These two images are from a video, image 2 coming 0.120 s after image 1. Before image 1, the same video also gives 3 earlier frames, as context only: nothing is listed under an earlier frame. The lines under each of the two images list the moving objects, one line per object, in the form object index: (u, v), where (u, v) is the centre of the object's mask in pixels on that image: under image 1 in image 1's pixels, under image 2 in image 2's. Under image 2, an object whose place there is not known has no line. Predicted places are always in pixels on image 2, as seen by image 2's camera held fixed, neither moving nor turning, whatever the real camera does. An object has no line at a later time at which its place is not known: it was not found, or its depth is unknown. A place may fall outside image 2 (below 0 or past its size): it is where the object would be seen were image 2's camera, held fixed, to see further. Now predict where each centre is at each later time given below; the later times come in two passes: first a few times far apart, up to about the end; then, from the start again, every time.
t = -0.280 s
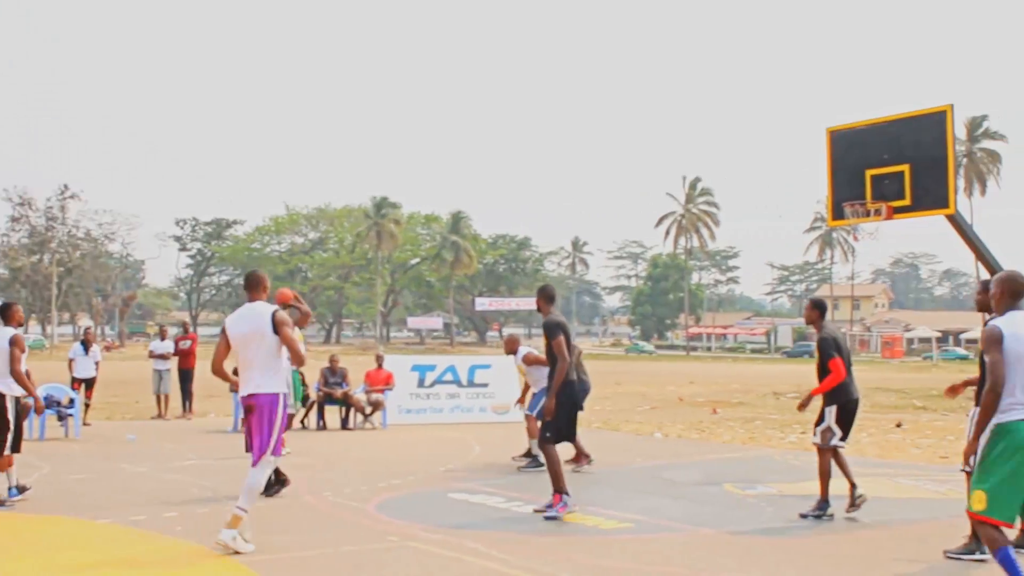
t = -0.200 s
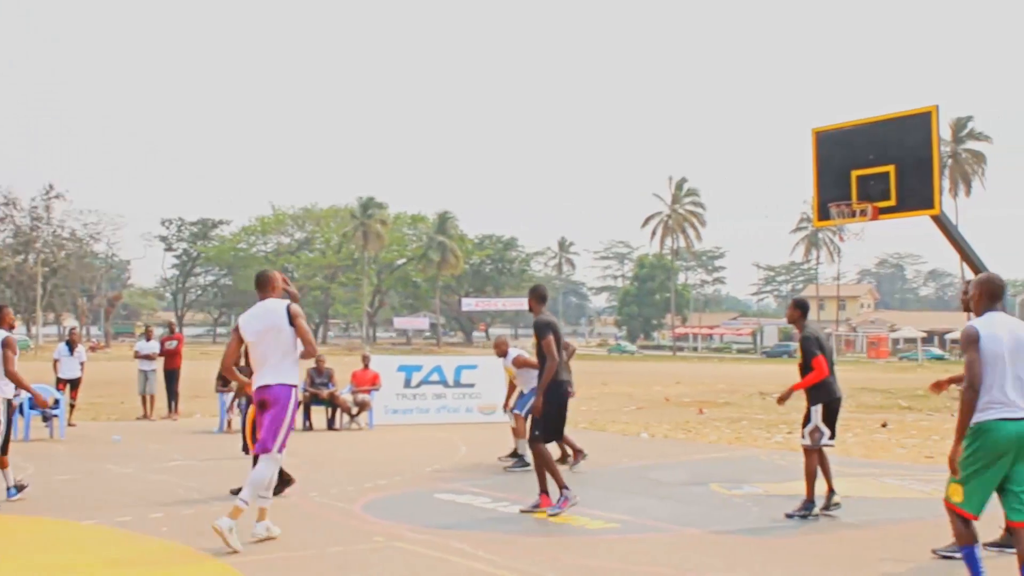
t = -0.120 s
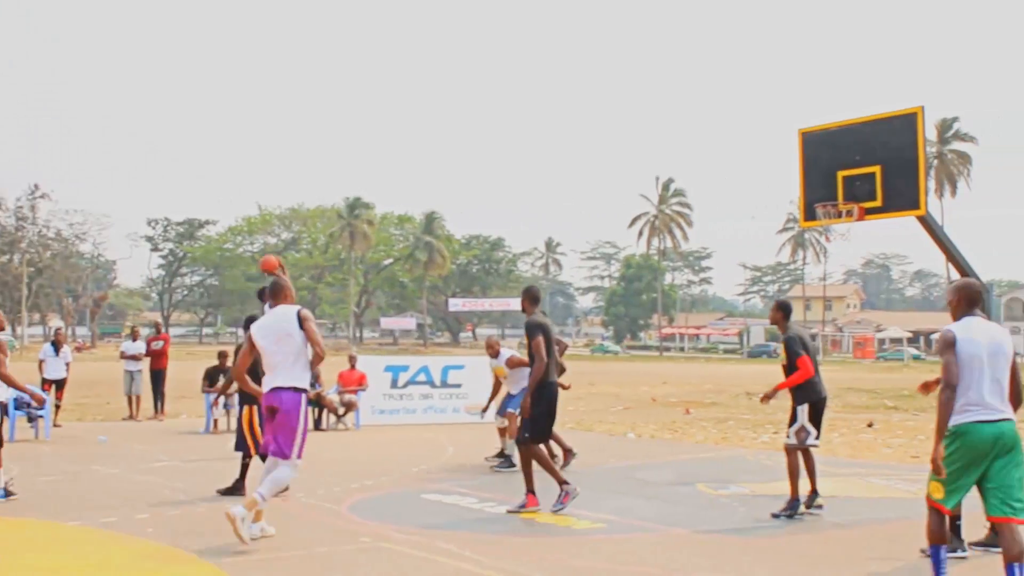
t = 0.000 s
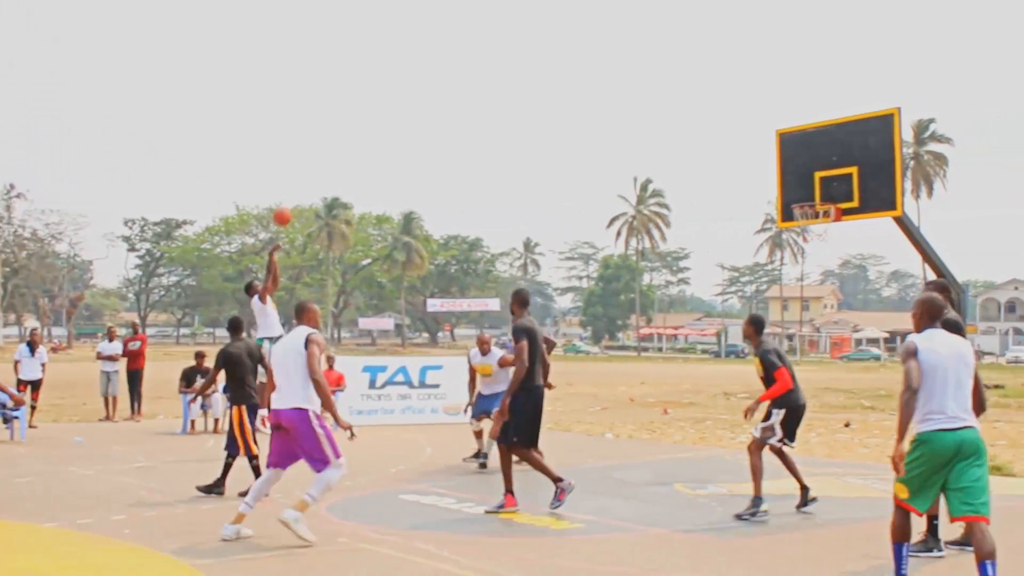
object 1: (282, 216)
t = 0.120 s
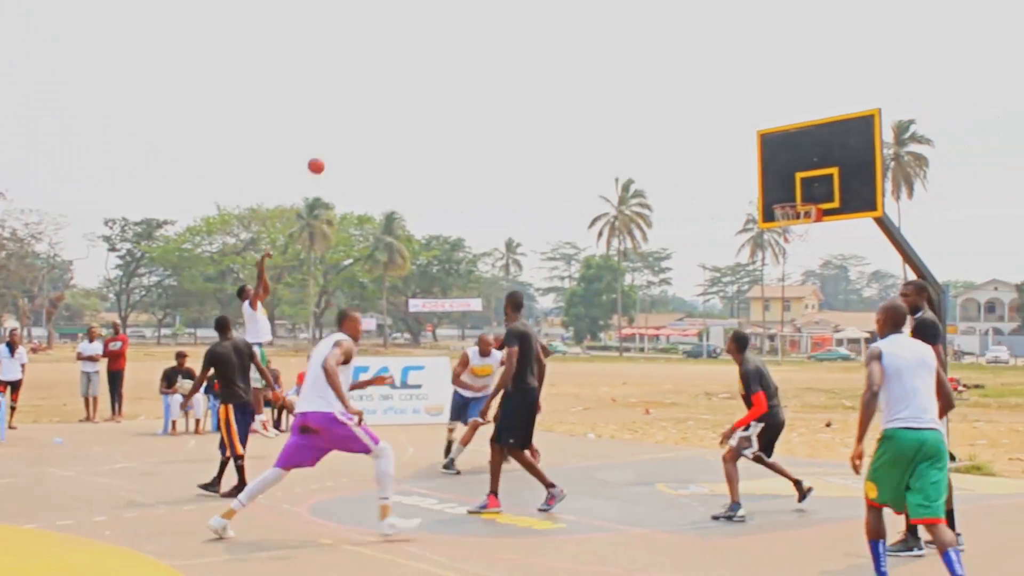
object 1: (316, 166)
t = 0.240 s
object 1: (368, 125)
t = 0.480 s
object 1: (475, 75)
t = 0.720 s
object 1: (585, 70)
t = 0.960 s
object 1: (702, 114)
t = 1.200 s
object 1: (810, 187)
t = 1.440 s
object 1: (807, 84)
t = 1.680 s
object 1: (804, 29)
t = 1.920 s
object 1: (801, 22)
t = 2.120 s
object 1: (798, 53)
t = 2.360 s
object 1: (795, 138)
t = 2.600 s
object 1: (796, 173)
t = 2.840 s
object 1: (794, 166)
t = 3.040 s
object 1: (771, 190)
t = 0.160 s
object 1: (333, 151)
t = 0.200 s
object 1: (350, 138)
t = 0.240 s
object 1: (368, 125)
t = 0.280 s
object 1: (386, 114)
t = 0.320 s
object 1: (403, 104)
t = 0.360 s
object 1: (421, 95)
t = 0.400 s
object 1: (439, 87)
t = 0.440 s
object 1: (456, 81)
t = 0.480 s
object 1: (475, 75)
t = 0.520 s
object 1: (493, 71)
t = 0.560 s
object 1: (510, 68)
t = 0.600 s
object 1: (528, 67)
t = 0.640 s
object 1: (547, 67)
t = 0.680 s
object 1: (566, 68)
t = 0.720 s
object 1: (585, 70)
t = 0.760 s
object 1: (605, 74)
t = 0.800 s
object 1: (624, 79)
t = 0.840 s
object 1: (644, 86)
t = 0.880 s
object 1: (663, 94)
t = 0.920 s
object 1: (683, 103)
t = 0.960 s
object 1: (702, 114)
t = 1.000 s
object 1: (723, 126)
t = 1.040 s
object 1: (742, 140)
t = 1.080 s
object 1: (764, 155)
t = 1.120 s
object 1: (782, 171)
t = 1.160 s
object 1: (803, 191)
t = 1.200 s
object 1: (810, 187)
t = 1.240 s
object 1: (810, 165)
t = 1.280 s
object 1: (810, 146)
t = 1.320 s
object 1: (809, 130)
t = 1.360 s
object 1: (809, 113)
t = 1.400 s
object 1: (808, 97)
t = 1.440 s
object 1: (807, 84)
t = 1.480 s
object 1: (807, 71)
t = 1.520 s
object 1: (806, 60)
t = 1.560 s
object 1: (806, 50)
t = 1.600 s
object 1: (805, 42)
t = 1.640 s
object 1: (804, 35)
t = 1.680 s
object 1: (804, 29)
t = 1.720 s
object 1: (803, 24)
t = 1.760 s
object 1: (803, 21)
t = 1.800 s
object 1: (802, 19)
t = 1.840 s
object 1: (802, 19)
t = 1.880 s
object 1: (802, 19)
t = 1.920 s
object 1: (801, 22)
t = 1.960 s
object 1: (801, 25)
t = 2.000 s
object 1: (800, 30)
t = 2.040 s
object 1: (800, 37)
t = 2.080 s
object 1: (799, 44)
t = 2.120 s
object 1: (798, 53)
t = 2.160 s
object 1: (798, 64)
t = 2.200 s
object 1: (797, 76)
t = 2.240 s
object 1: (797, 89)
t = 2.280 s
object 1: (796, 104)
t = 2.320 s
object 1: (796, 122)
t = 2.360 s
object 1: (795, 138)
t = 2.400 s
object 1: (795, 156)
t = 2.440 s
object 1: (794, 177)
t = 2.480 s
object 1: (794, 194)
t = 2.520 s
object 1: (794, 186)
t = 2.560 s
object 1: (795, 179)
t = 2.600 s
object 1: (796, 173)
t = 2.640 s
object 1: (797, 169)
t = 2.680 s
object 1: (797, 166)
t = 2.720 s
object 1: (798, 165)
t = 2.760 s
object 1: (799, 165)
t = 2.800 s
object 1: (798, 165)
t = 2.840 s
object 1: (794, 166)
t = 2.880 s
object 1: (789, 168)
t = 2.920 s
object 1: (784, 172)
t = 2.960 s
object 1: (780, 177)
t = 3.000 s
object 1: (775, 183)
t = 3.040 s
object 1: (771, 190)
